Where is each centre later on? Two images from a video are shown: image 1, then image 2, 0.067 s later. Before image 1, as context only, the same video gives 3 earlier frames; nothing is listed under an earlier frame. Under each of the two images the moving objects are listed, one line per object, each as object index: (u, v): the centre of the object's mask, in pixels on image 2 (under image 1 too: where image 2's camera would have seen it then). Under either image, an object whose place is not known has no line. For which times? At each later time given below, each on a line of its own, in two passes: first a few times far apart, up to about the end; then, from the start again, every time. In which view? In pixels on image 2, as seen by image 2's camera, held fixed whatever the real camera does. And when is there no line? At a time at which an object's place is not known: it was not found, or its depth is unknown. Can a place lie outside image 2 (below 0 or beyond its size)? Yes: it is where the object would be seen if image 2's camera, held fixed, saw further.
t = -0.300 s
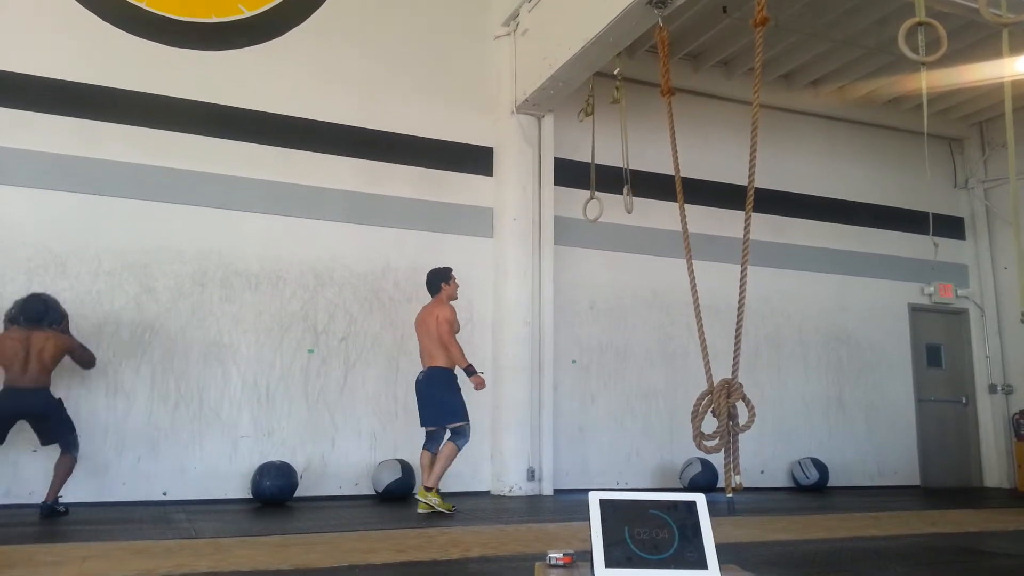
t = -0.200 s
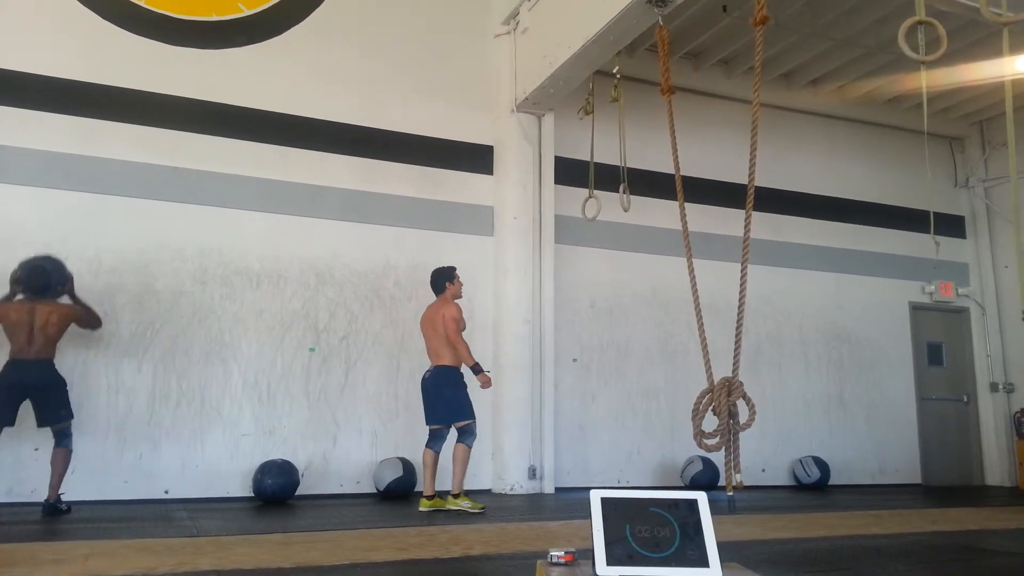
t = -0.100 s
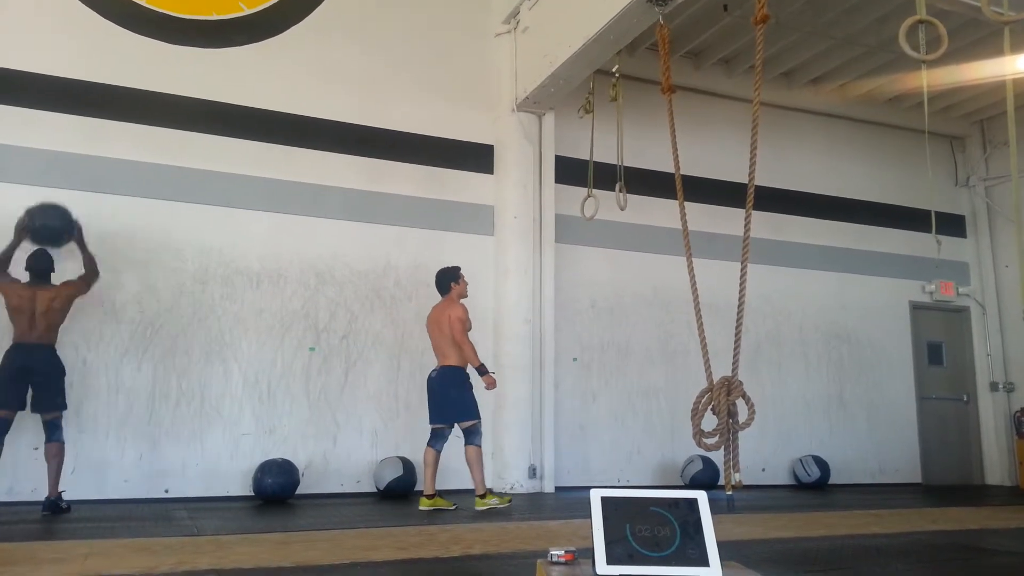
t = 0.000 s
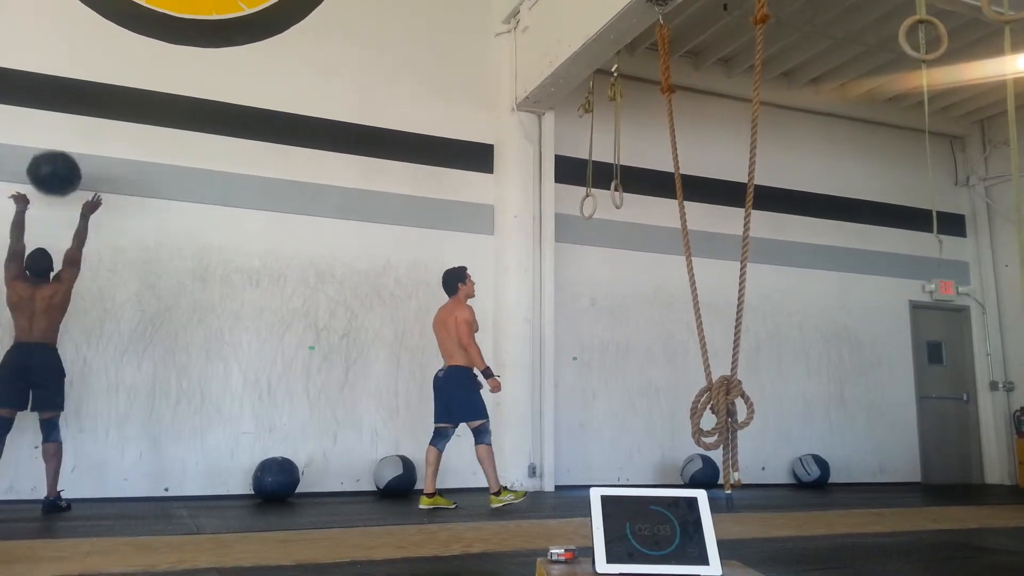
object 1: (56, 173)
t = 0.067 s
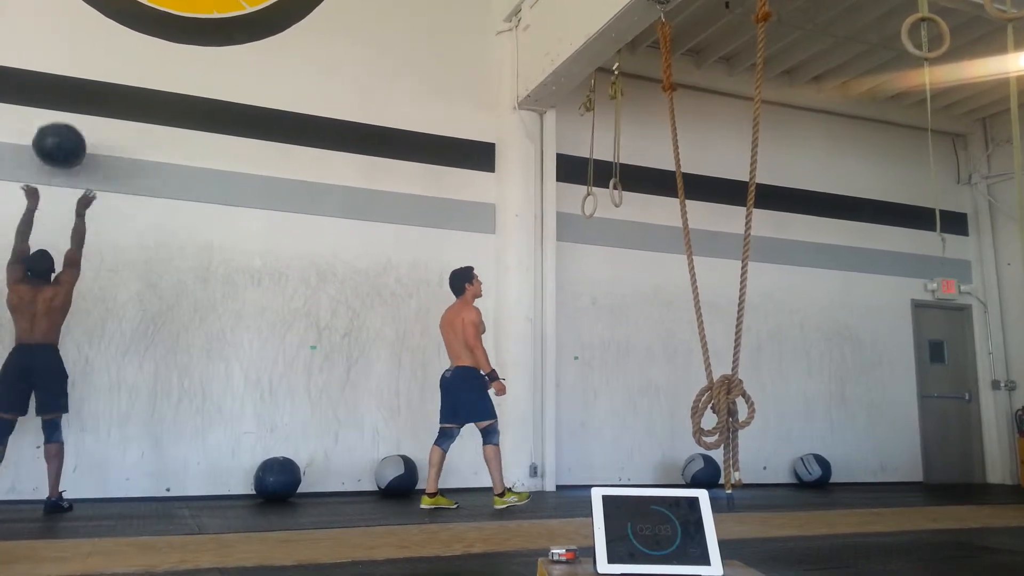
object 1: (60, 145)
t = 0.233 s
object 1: (66, 104)
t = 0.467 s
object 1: (64, 97)
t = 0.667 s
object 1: (58, 143)
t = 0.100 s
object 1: (61, 135)
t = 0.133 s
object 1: (62, 125)
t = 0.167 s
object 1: (63, 118)
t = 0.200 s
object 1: (65, 110)
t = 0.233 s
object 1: (66, 104)
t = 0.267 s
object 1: (67, 102)
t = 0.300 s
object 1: (67, 98)
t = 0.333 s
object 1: (66, 94)
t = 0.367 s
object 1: (66, 93)
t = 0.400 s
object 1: (66, 93)
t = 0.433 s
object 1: (66, 95)
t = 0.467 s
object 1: (64, 97)
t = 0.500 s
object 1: (64, 100)
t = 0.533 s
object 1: (63, 107)
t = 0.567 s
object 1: (62, 114)
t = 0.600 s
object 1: (60, 122)
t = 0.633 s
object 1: (60, 132)
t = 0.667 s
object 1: (58, 143)
